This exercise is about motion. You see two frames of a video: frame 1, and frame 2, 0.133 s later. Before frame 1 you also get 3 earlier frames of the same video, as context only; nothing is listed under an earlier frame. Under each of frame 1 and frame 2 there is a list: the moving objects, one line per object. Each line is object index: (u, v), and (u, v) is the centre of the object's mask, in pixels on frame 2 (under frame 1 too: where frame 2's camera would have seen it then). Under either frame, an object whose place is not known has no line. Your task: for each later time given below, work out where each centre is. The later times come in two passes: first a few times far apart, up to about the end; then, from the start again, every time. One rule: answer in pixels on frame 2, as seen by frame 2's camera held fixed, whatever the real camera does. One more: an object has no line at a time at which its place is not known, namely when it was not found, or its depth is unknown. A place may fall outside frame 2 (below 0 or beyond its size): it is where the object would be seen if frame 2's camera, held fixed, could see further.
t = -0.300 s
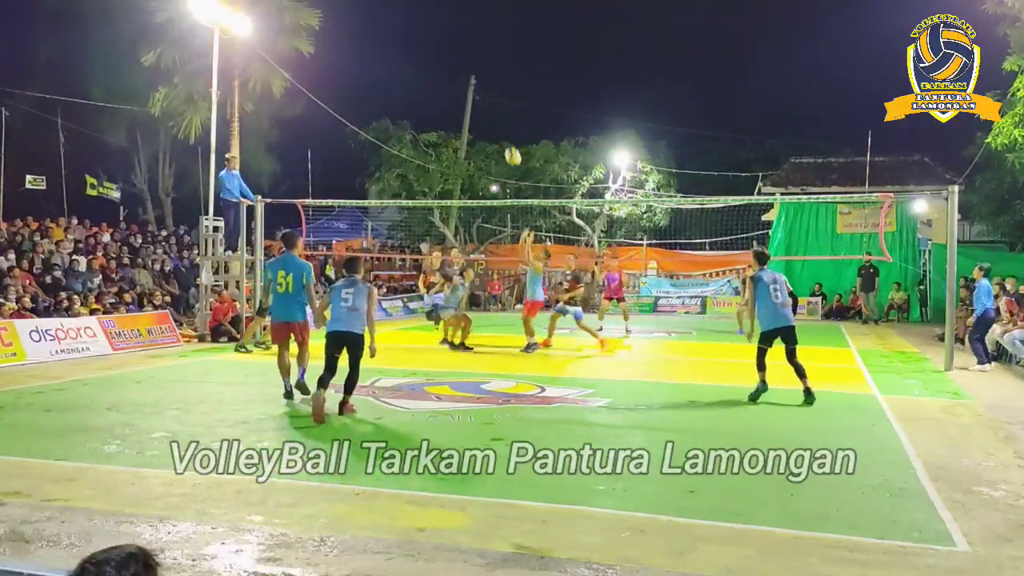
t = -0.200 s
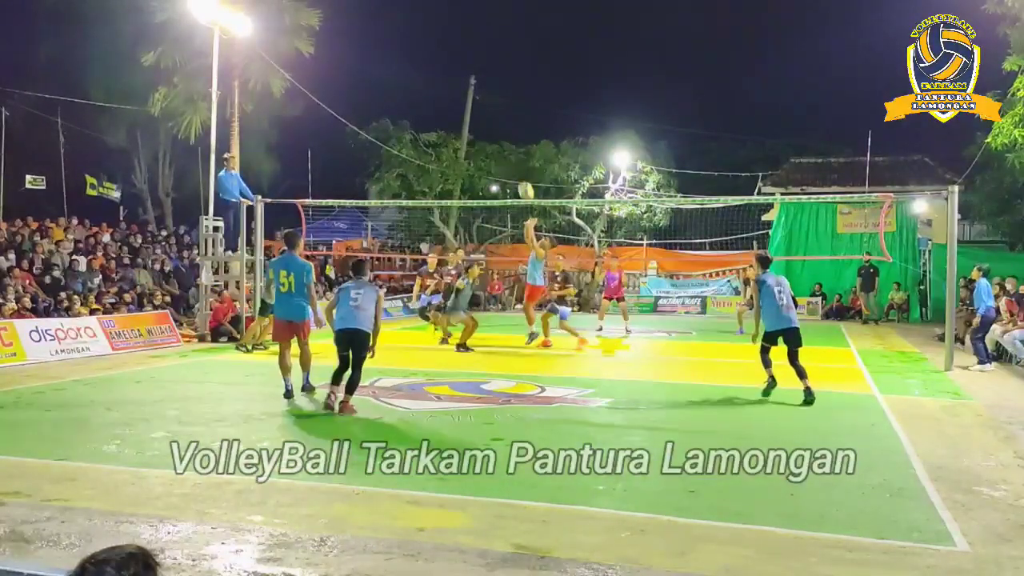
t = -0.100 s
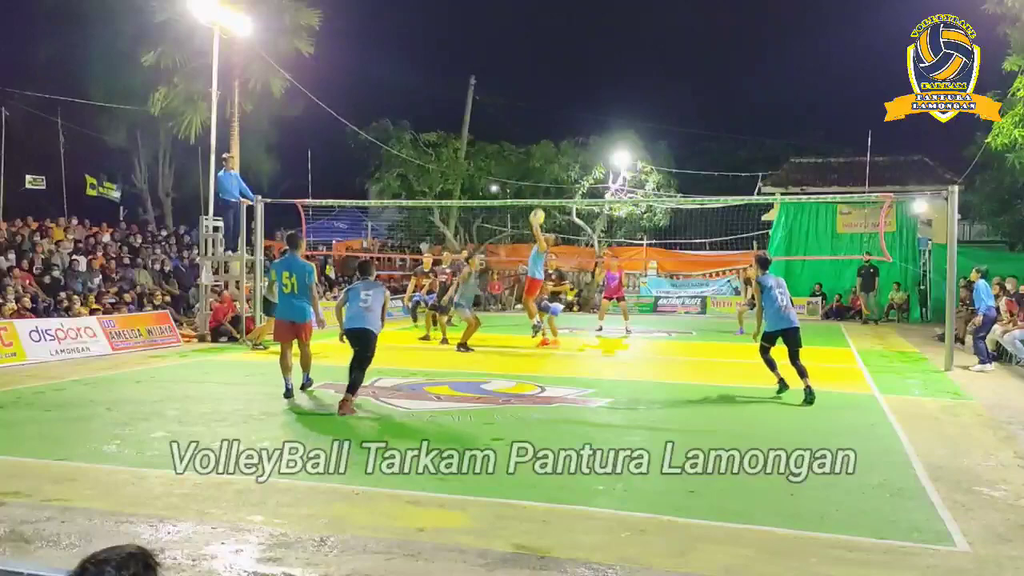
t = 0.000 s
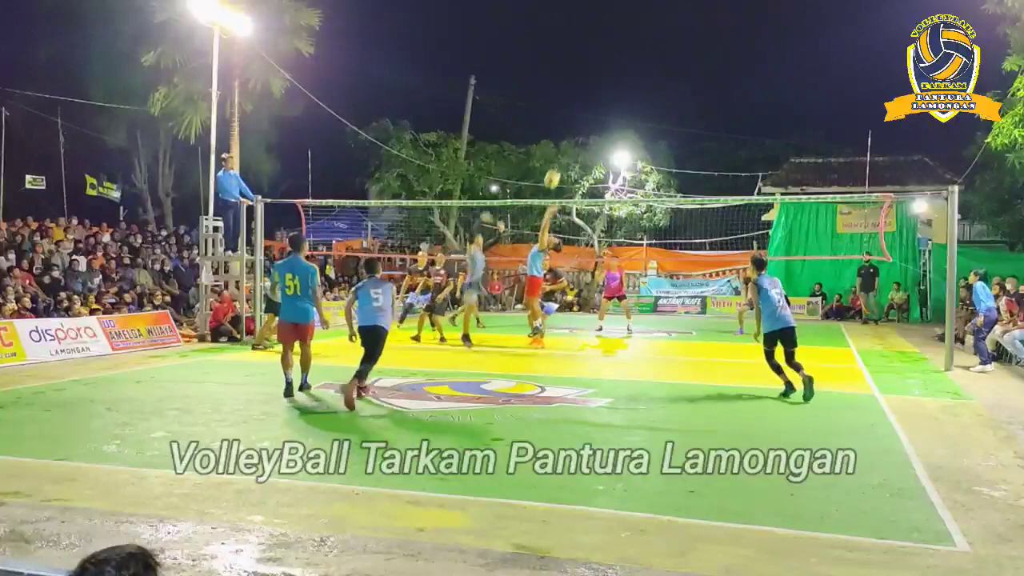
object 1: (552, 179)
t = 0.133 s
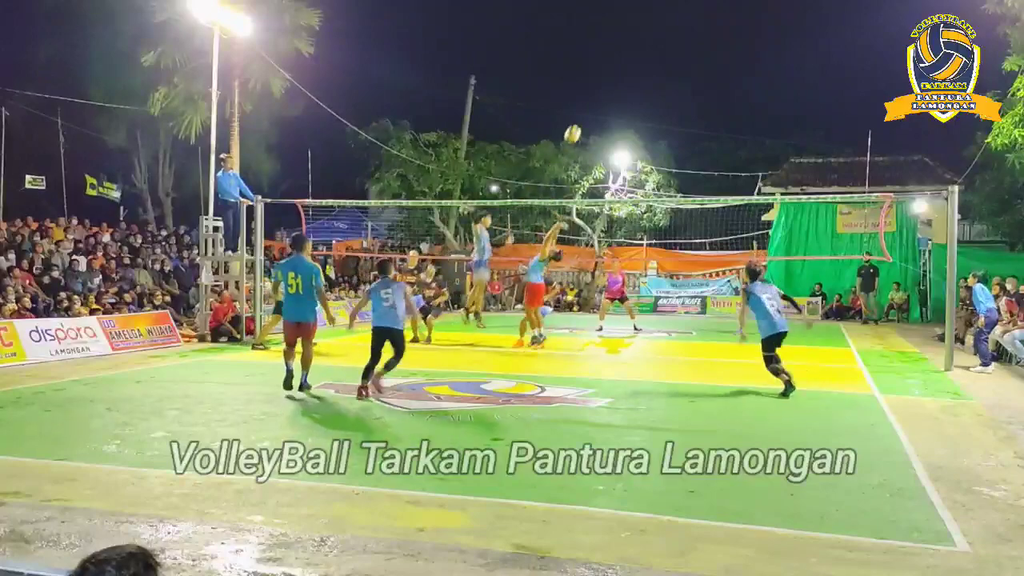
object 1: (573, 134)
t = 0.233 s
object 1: (588, 107)
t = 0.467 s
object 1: (624, 70)
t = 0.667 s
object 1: (655, 67)
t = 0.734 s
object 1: (665, 71)
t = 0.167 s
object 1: (578, 124)
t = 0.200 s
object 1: (583, 115)
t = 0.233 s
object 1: (588, 107)
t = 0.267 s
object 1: (593, 100)
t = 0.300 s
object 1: (598, 93)
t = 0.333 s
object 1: (604, 87)
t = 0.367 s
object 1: (609, 82)
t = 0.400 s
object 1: (614, 77)
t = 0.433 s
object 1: (619, 73)
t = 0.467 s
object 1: (624, 70)
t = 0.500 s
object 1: (630, 67)
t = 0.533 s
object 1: (635, 66)
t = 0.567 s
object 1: (640, 65)
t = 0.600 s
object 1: (645, 65)
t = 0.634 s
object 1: (650, 65)
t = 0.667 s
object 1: (655, 67)
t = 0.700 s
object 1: (660, 68)
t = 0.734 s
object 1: (665, 71)
